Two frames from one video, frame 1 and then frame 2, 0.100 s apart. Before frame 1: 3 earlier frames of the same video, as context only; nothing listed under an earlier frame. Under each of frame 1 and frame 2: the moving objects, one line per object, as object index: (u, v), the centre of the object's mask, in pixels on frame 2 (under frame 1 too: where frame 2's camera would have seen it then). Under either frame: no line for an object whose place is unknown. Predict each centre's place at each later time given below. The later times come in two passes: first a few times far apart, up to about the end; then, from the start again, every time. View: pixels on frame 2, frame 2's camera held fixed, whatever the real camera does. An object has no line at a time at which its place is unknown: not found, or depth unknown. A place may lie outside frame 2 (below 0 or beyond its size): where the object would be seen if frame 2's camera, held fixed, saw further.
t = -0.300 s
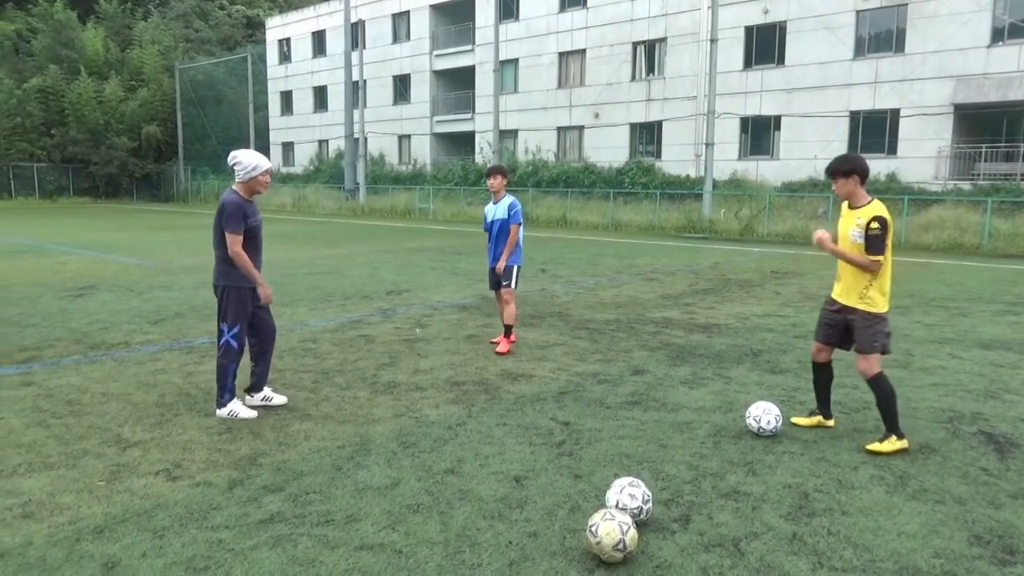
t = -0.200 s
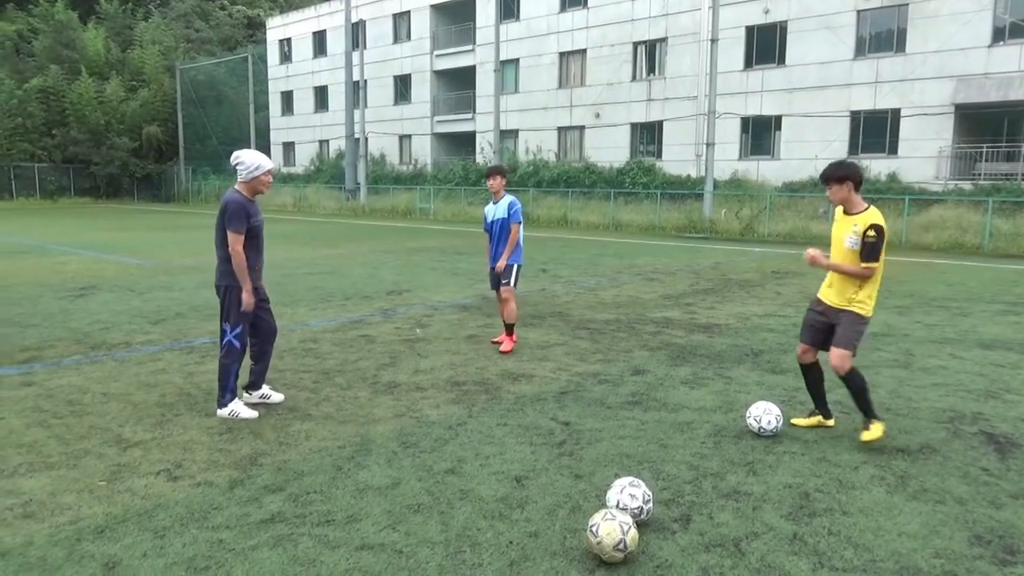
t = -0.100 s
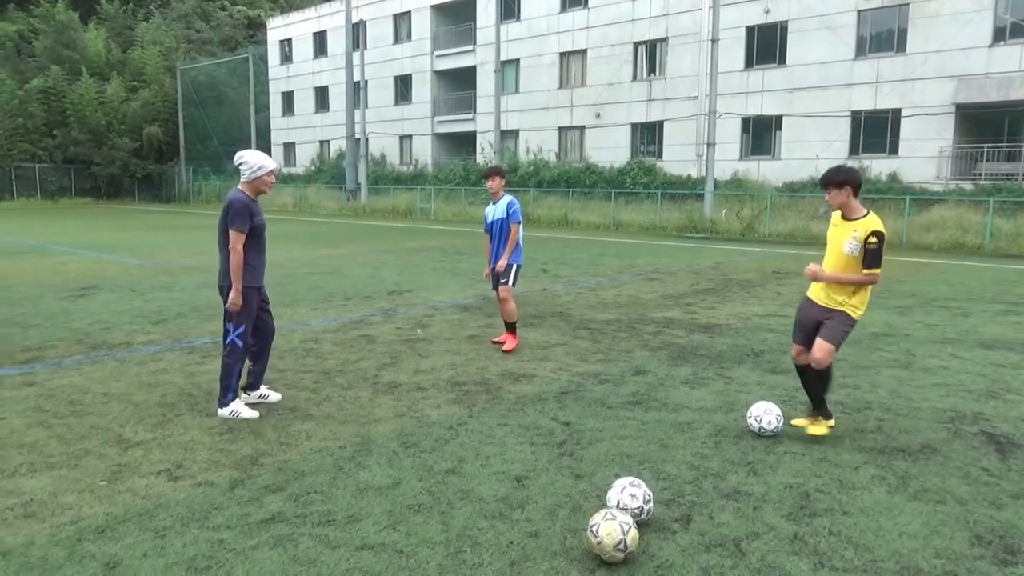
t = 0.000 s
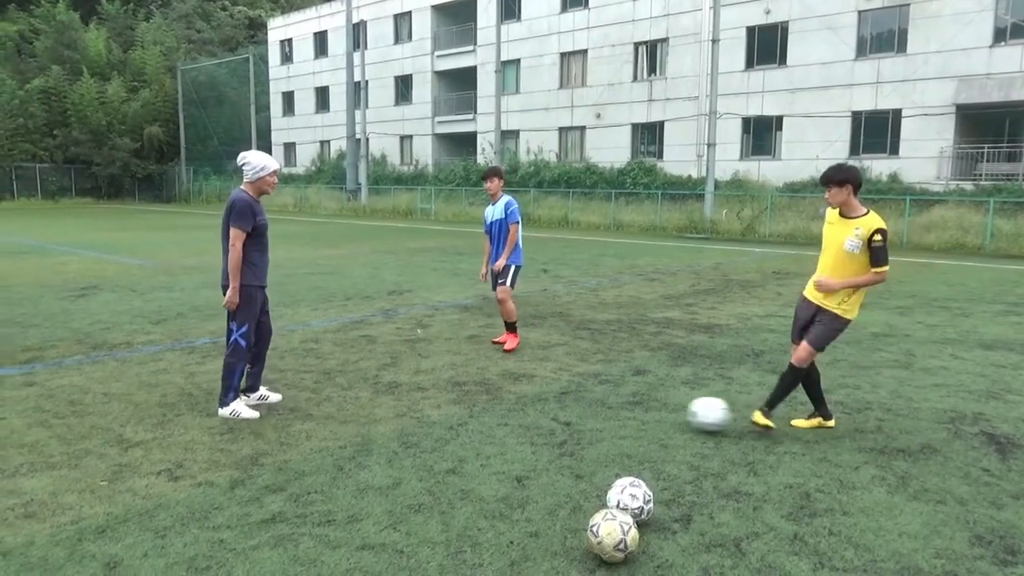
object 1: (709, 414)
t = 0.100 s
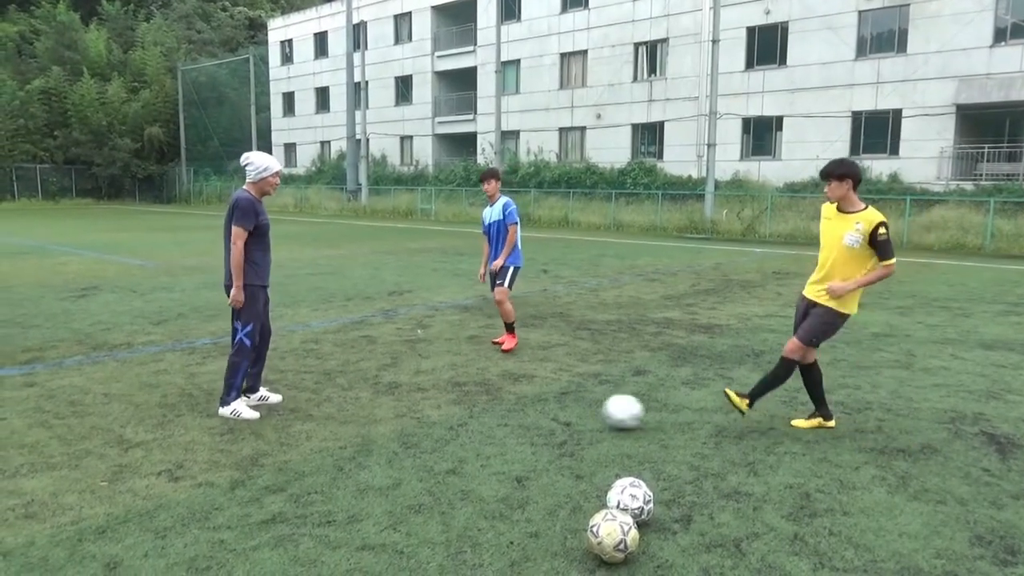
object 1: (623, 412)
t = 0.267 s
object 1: (507, 403)
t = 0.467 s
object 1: (406, 401)
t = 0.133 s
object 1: (597, 410)
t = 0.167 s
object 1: (571, 410)
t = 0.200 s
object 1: (550, 406)
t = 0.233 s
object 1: (529, 404)
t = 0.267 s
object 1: (507, 403)
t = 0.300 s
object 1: (487, 405)
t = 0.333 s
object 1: (468, 405)
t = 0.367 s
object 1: (453, 402)
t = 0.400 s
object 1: (437, 400)
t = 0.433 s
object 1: (421, 399)
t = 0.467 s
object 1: (406, 401)
